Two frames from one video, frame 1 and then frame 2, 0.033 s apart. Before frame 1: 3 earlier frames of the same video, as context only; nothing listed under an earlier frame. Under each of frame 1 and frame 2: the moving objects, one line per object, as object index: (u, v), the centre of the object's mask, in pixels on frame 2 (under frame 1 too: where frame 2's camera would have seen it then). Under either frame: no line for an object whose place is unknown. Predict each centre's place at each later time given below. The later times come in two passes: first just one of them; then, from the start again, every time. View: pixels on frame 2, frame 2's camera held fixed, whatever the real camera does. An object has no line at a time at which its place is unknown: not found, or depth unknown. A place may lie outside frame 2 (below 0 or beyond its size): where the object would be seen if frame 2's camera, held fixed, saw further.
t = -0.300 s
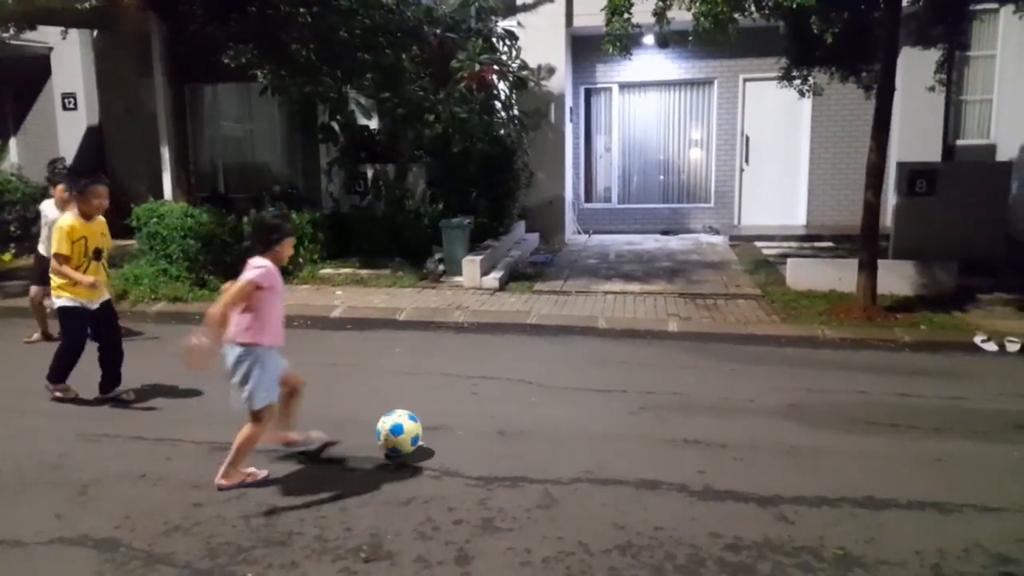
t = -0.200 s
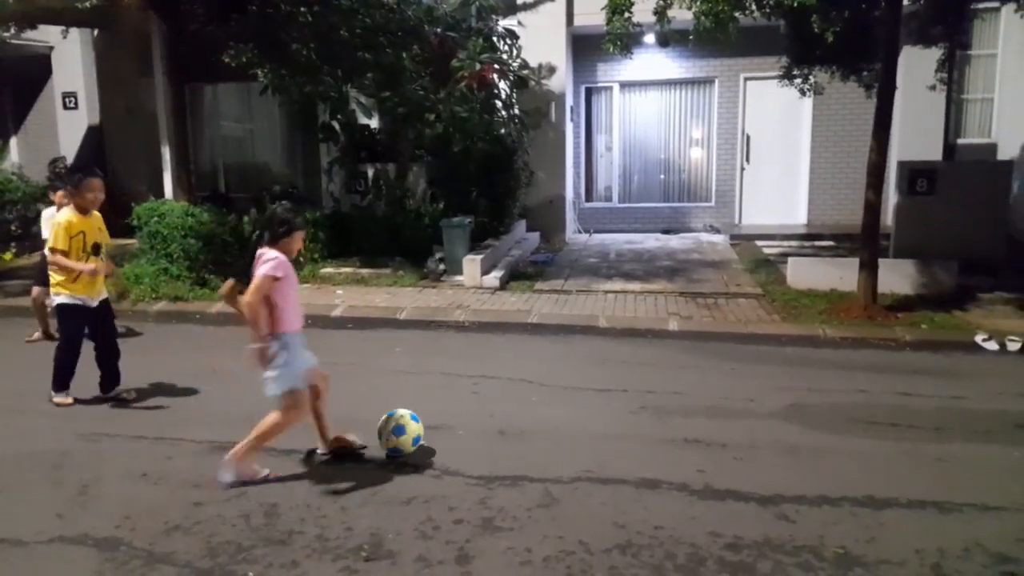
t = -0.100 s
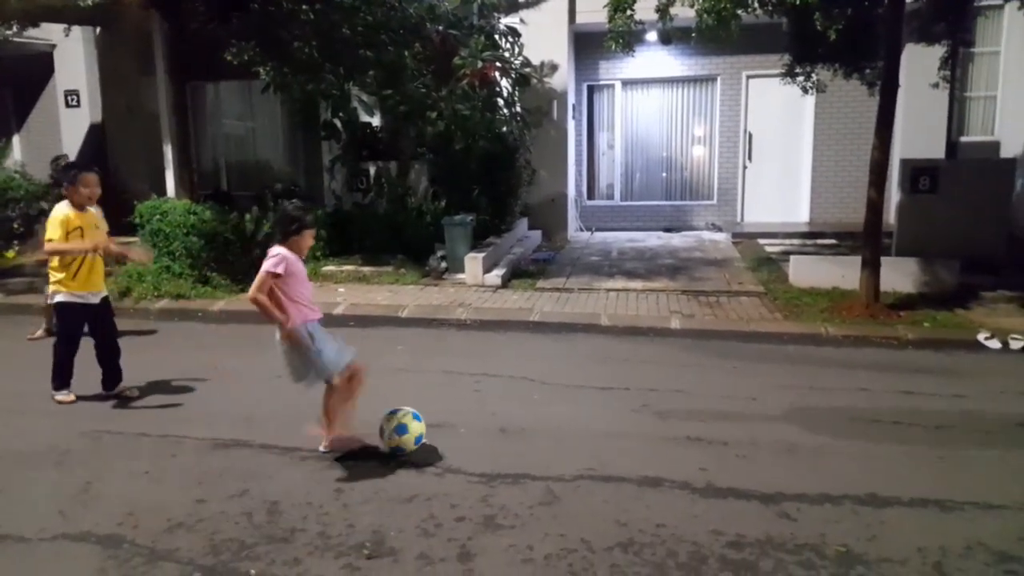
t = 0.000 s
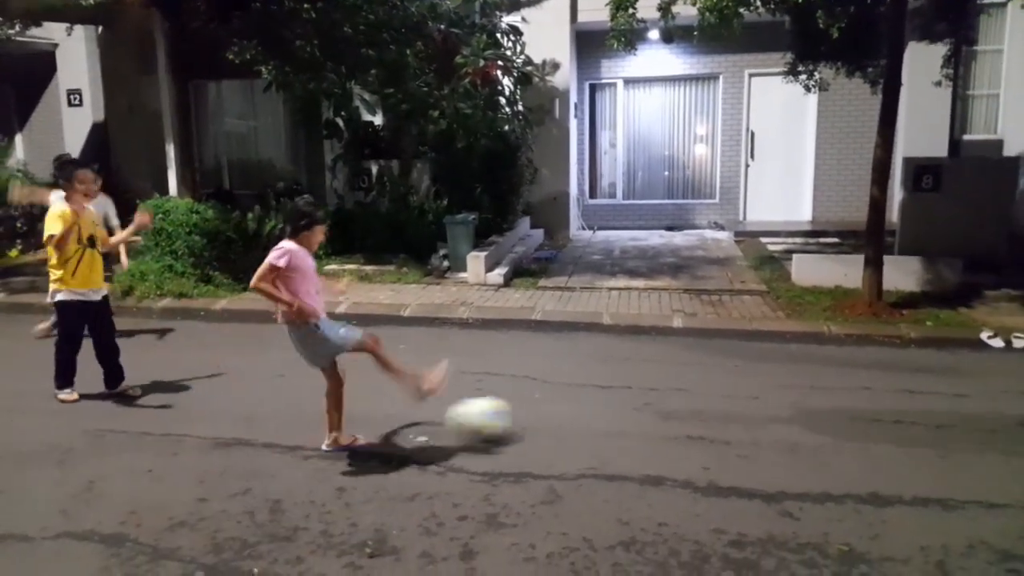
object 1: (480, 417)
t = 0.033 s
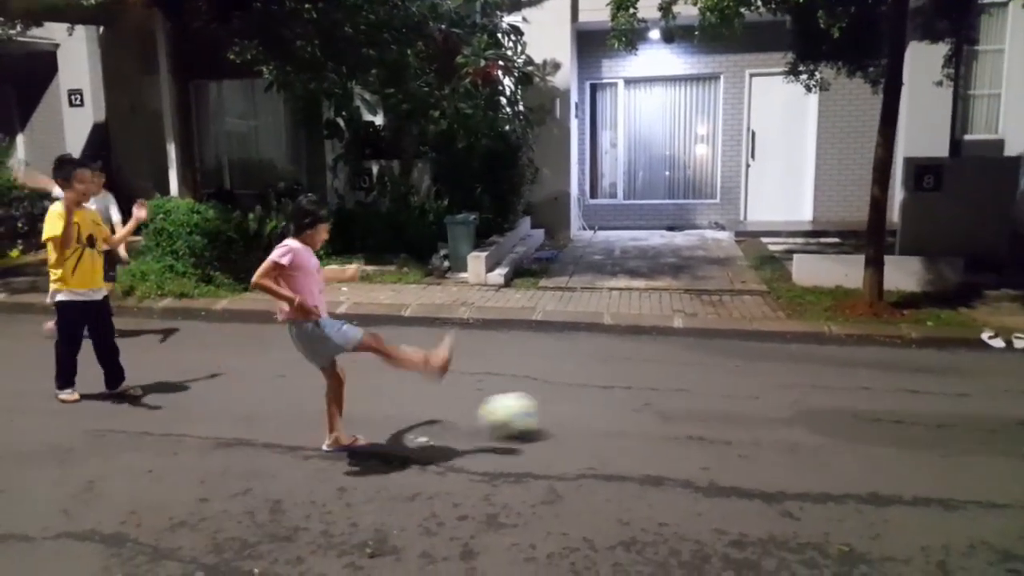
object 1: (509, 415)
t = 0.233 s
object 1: (650, 398)
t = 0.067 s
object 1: (534, 410)
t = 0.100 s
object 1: (561, 408)
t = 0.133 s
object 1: (587, 405)
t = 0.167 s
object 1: (609, 403)
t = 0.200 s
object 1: (630, 401)
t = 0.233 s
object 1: (650, 398)
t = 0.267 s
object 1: (670, 395)
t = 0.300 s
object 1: (691, 395)
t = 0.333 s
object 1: (711, 392)
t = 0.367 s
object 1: (729, 389)
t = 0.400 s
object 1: (748, 387)
